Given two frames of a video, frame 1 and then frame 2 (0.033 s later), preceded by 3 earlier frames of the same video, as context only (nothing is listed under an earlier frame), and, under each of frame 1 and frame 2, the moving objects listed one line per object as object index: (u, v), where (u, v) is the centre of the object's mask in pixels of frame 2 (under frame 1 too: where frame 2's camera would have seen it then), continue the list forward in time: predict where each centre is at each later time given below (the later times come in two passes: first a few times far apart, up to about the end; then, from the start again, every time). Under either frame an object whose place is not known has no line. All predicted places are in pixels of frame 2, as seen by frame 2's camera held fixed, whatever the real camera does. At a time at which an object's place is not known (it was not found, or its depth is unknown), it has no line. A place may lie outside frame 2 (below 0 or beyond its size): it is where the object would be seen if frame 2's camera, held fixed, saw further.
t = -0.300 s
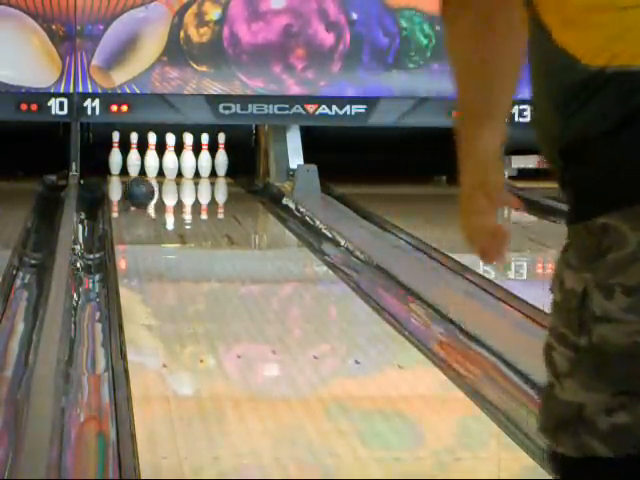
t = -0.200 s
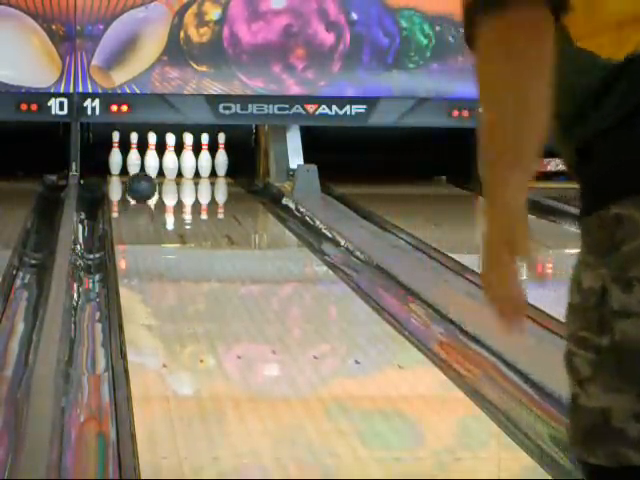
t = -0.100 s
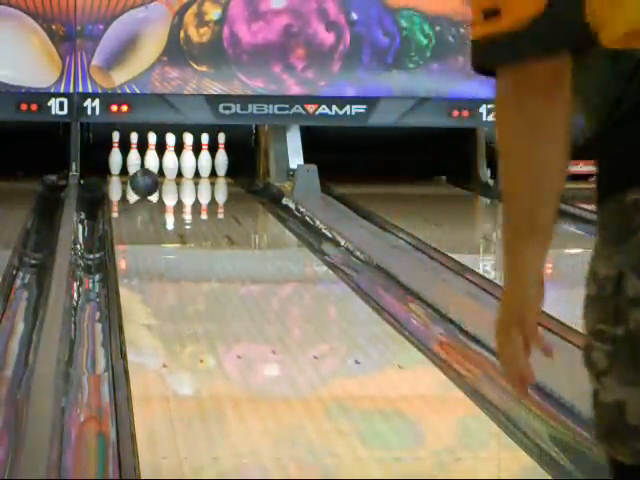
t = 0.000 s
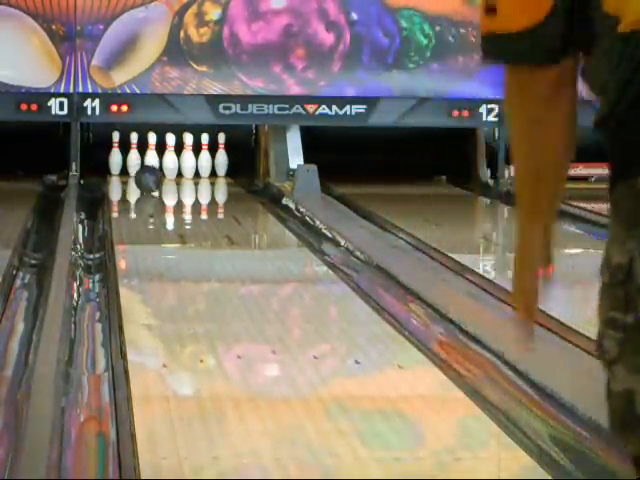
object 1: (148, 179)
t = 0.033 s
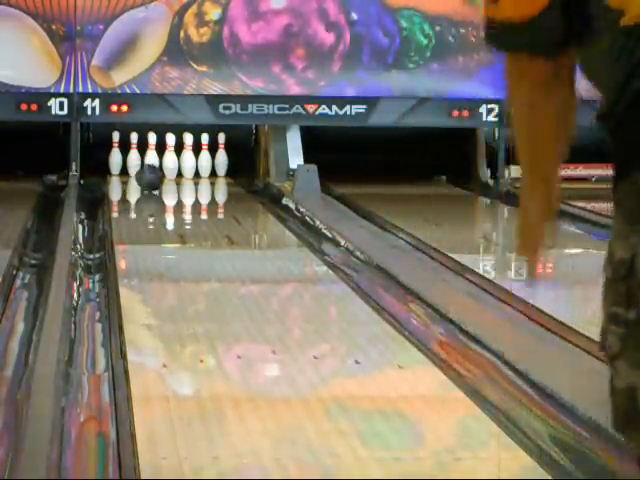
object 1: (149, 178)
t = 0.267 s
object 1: (164, 170)
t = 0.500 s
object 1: (173, 164)
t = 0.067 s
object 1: (152, 176)
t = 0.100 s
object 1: (153, 175)
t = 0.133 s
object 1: (155, 174)
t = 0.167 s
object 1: (157, 173)
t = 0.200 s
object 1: (160, 172)
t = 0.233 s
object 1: (162, 171)
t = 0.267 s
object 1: (164, 170)
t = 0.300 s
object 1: (167, 169)
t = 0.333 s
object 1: (169, 167)
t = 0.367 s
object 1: (170, 166)
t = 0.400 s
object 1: (171, 166)
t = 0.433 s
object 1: (172, 165)
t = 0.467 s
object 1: (173, 164)
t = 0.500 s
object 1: (173, 164)
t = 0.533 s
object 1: (174, 164)
